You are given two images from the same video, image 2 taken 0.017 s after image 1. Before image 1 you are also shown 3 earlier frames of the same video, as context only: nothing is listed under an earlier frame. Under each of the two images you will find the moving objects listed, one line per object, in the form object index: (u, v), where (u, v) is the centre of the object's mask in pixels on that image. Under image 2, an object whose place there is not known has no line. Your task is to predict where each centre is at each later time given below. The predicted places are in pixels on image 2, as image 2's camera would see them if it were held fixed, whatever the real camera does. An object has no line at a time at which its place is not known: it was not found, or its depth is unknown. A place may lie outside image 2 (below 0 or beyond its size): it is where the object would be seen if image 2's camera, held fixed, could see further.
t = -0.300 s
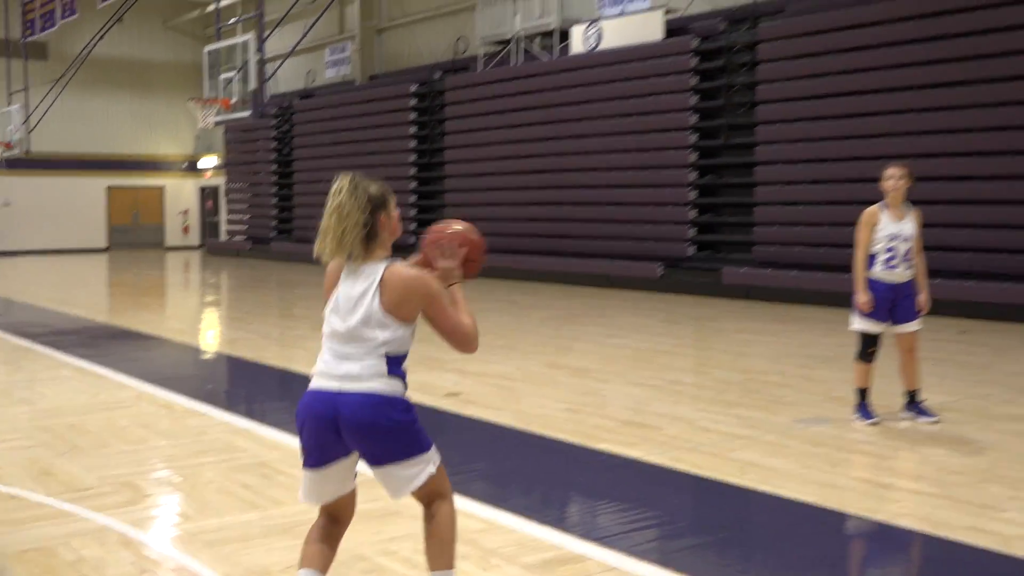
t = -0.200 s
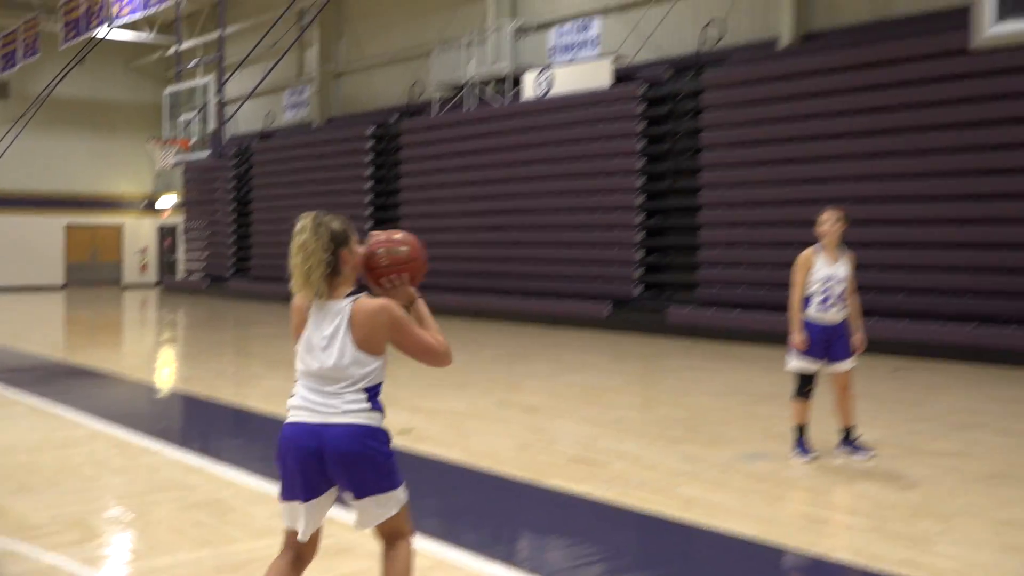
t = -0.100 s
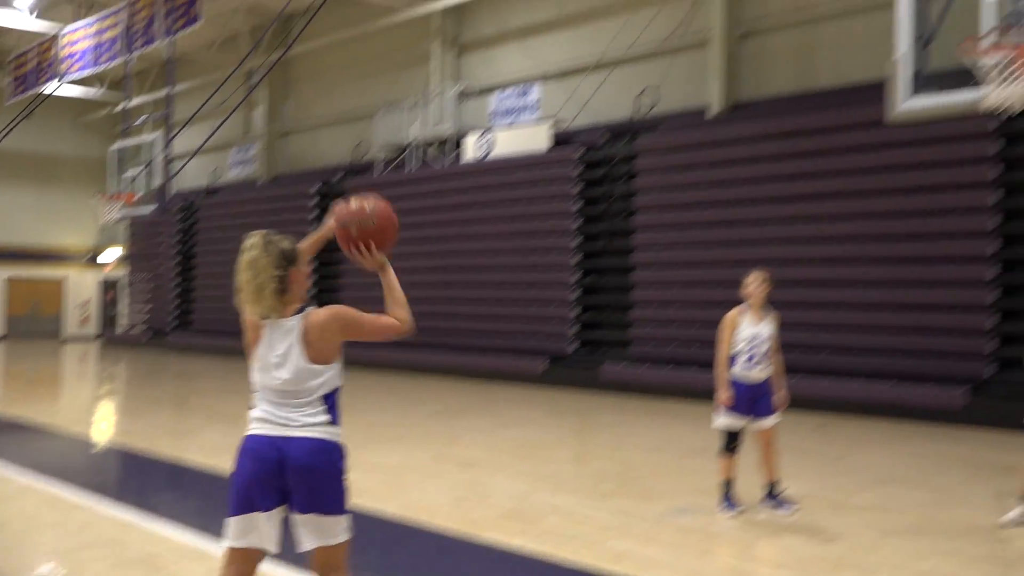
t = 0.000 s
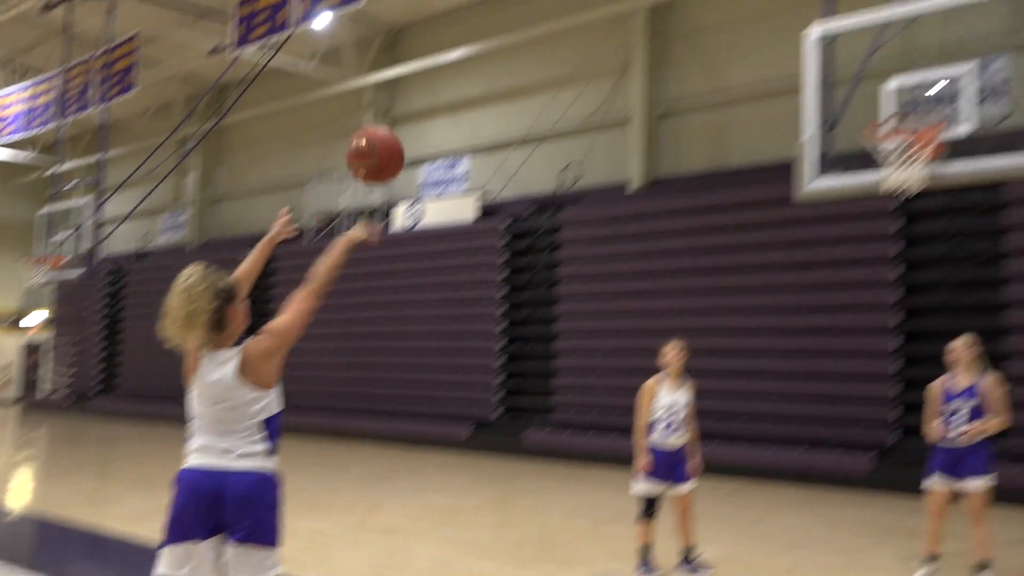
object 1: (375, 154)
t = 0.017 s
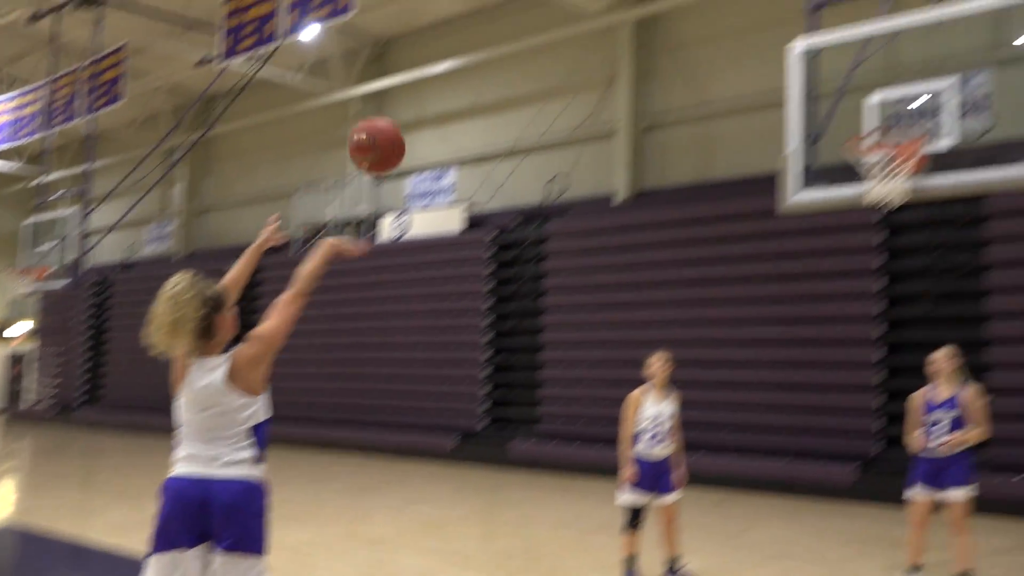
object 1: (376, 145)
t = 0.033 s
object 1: (392, 125)
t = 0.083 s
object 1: (436, 68)
